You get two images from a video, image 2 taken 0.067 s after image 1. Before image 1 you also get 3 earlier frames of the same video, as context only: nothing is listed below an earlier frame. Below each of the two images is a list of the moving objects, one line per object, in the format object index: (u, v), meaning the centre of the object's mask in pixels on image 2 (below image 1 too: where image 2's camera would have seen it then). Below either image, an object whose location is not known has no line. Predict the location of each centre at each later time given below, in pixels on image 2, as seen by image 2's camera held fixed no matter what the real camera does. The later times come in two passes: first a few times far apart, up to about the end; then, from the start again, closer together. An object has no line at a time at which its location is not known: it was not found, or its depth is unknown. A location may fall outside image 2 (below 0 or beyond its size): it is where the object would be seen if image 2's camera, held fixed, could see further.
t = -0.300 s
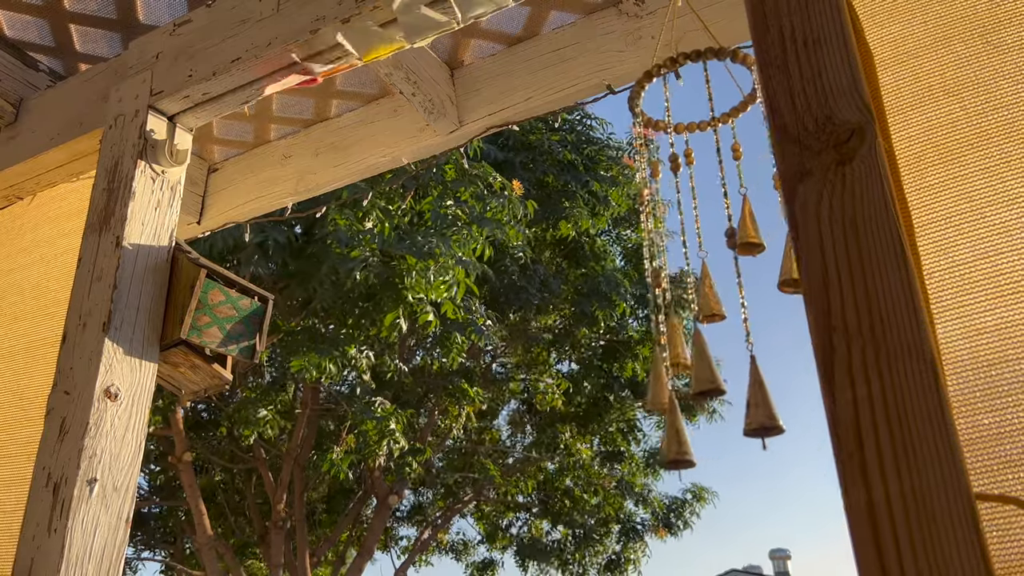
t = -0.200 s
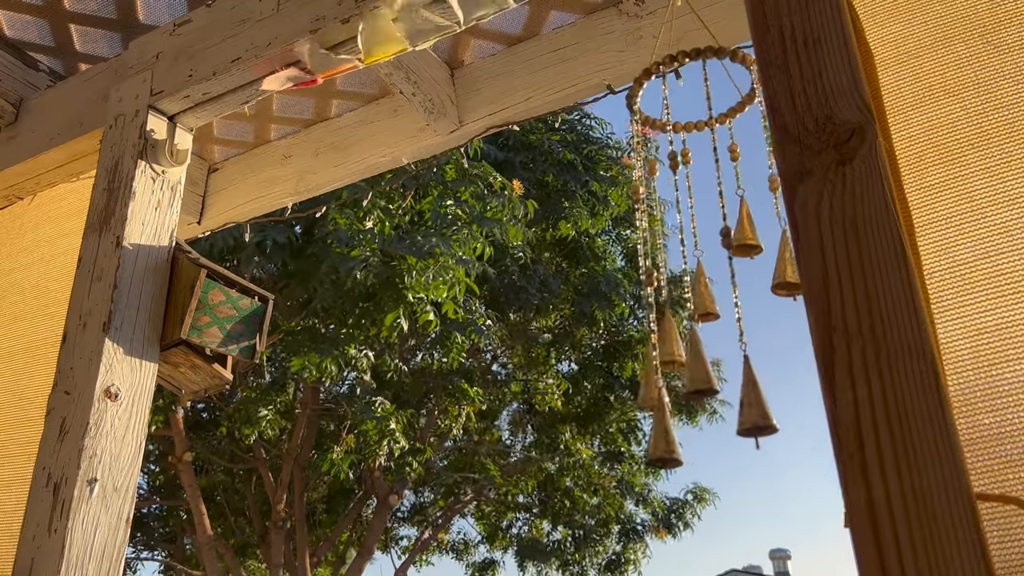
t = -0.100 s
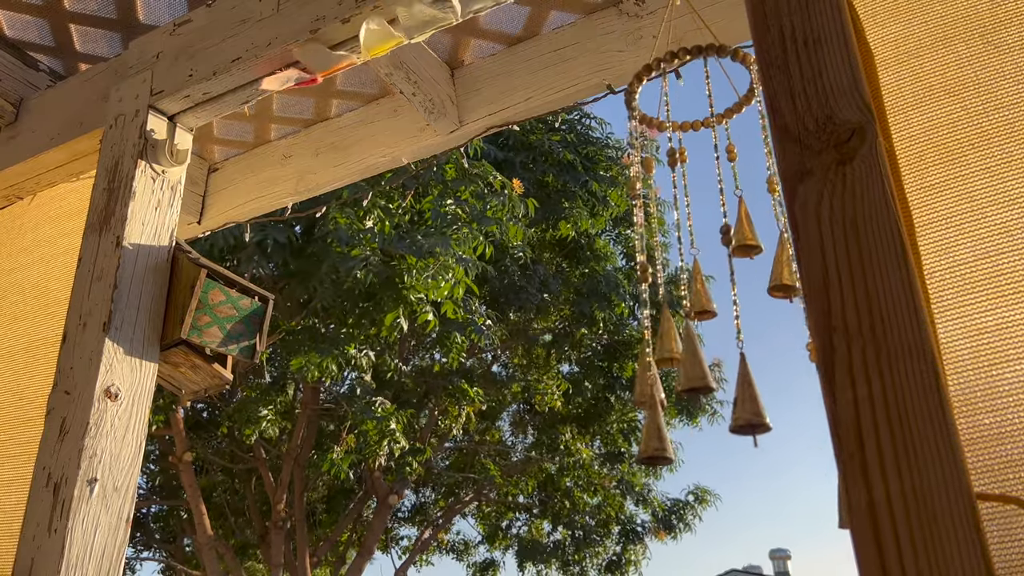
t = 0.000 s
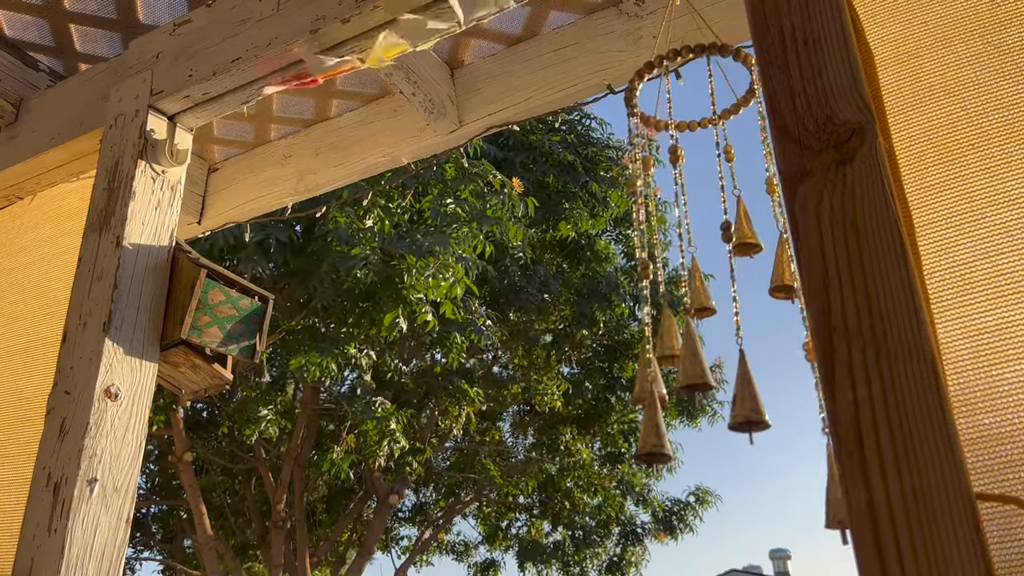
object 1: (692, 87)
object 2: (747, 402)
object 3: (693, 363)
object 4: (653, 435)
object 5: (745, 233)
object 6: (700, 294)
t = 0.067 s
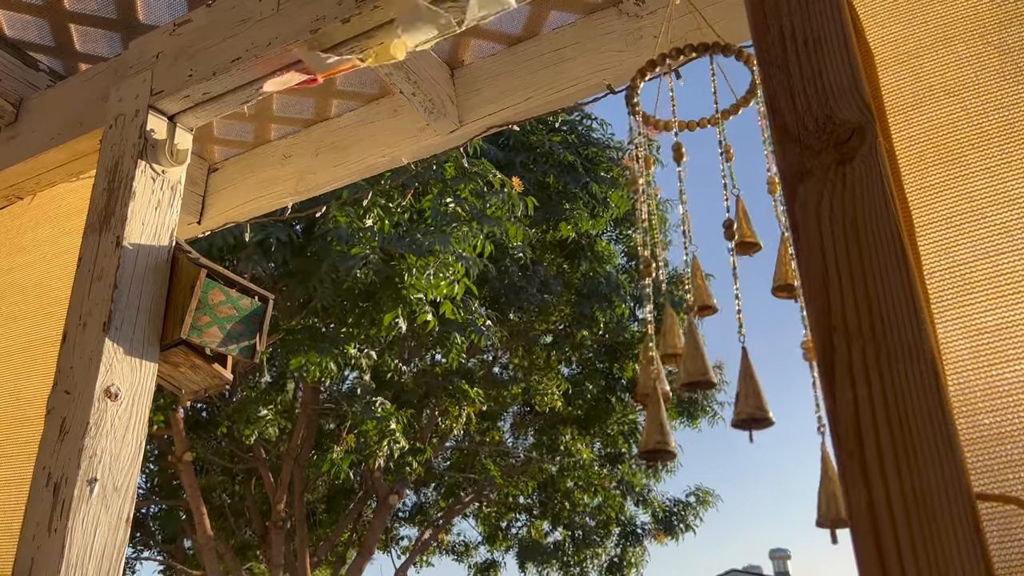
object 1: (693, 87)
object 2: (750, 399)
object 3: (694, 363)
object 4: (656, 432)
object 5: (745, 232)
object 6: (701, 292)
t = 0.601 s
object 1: (686, 65)
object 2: (797, 394)
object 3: (752, 355)
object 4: (727, 425)
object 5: (745, 234)
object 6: (703, 300)
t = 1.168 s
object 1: (680, 70)
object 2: (793, 406)
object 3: (721, 368)
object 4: (683, 436)
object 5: (735, 238)
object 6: (700, 296)
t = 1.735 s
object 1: (694, 84)
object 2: (776, 386)
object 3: (733, 349)
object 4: (700, 420)
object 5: (733, 236)
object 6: (695, 292)
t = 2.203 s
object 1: (678, 70)
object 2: (781, 402)
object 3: (713, 365)
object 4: (684, 436)
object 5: (745, 238)
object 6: (700, 300)
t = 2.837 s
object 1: (678, 70)
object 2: (769, 398)
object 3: (726, 362)
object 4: (699, 432)
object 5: (740, 240)
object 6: (704, 296)
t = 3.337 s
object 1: (685, 62)
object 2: (772, 393)
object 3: (711, 358)
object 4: (677, 427)
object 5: (749, 234)
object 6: (711, 297)
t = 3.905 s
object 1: (681, 75)
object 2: (790, 403)
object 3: (740, 366)
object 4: (715, 435)
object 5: (746, 234)
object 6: (704, 299)
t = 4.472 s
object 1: (683, 66)
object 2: (786, 394)
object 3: (714, 357)
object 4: (681, 427)
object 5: (733, 236)
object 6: (695, 288)
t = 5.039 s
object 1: (696, 85)
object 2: (788, 389)
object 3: (739, 352)
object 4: (705, 421)
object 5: (737, 236)
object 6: (694, 295)
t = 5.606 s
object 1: (680, 71)
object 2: (807, 403)
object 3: (739, 364)
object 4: (710, 436)
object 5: (743, 236)
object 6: (701, 295)
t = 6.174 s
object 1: (695, 86)
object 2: (780, 394)
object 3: (734, 355)
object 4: (692, 419)
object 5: (726, 236)
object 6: (688, 289)
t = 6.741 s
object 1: (691, 63)
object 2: (802, 397)
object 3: (745, 357)
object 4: (719, 431)
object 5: (748, 237)
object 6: (710, 296)
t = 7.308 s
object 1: (689, 90)
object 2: (754, 407)
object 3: (706, 367)
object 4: (656, 429)
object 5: (720, 238)
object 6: (669, 298)
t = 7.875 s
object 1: (699, 89)
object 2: (782, 400)
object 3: (719, 361)
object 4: (694, 435)
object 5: (739, 236)
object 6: (706, 299)
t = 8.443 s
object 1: (678, 69)
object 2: (764, 403)
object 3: (721, 368)
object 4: (690, 436)
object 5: (751, 235)
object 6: (712, 301)
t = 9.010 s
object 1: (687, 89)
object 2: (730, 406)
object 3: (672, 363)
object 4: (640, 434)
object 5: (732, 233)
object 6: (684, 296)
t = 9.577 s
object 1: (678, 71)
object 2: (756, 401)
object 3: (706, 368)
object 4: (694, 442)
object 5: (775, 220)
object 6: (741, 294)
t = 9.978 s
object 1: (696, 91)
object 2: (739, 410)
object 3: (679, 378)
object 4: (667, 447)
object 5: (757, 227)
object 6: (724, 298)
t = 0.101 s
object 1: (693, 87)
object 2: (753, 398)
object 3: (696, 361)
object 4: (660, 430)
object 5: (745, 231)
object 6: (702, 291)
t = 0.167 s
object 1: (695, 86)
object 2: (760, 395)
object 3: (704, 358)
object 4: (669, 429)
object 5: (743, 236)
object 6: (706, 292)
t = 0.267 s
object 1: (682, 65)
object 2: (776, 391)
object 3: (718, 357)
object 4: (687, 426)
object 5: (738, 234)
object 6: (702, 294)
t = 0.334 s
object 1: (684, 64)
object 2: (787, 389)
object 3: (727, 353)
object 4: (699, 423)
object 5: (739, 234)
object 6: (701, 294)
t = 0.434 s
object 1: (687, 63)
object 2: (797, 388)
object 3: (741, 351)
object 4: (715, 422)
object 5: (743, 234)
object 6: (703, 294)
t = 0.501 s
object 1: (690, 63)
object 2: (798, 390)
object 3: (747, 352)
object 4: (722, 422)
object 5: (745, 234)
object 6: (705, 293)
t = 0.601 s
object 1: (686, 65)
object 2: (797, 394)
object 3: (752, 355)
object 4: (727, 425)
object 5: (745, 234)
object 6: (703, 300)
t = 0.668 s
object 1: (684, 66)
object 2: (794, 398)
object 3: (753, 357)
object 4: (727, 427)
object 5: (745, 235)
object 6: (702, 300)
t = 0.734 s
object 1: (679, 70)
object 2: (790, 400)
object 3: (750, 360)
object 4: (722, 430)
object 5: (745, 236)
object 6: (704, 295)
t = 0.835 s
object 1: (678, 70)
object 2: (787, 403)
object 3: (743, 365)
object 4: (712, 435)
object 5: (742, 236)
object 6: (703, 295)
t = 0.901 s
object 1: (679, 70)
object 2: (787, 406)
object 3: (737, 367)
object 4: (705, 436)
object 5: (739, 236)
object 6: (703, 295)
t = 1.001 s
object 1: (683, 70)
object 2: (786, 407)
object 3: (730, 369)
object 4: (695, 438)
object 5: (738, 236)
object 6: (703, 293)
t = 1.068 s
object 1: (681, 71)
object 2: (789, 407)
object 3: (725, 369)
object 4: (689, 437)
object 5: (736, 237)
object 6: (701, 292)
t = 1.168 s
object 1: (680, 70)
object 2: (793, 406)
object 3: (721, 368)
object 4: (683, 436)
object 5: (735, 238)
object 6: (700, 296)
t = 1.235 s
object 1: (697, 88)
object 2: (795, 404)
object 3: (720, 366)
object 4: (682, 434)
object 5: (737, 239)
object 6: (697, 297)
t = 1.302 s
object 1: (697, 88)
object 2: (797, 402)
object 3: (722, 364)
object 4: (684, 433)
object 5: (738, 238)
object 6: (695, 298)
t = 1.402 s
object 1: (697, 88)
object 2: (798, 399)
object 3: (724, 360)
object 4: (686, 429)
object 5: (739, 237)
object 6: (690, 299)
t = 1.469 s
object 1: (697, 88)
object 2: (795, 397)
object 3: (727, 357)
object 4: (689, 426)
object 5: (739, 236)
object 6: (690, 297)
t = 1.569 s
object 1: (696, 86)
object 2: (788, 391)
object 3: (731, 352)
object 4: (695, 423)
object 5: (738, 236)
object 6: (691, 296)
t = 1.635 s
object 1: (695, 84)
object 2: (784, 388)
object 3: (732, 350)
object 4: (699, 421)
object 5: (736, 236)
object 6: (693, 294)
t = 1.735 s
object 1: (694, 84)
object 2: (776, 386)
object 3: (733, 349)
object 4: (700, 420)
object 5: (733, 236)
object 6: (695, 292)
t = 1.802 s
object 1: (694, 85)
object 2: (771, 388)
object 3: (732, 351)
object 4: (701, 422)
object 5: (731, 235)
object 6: (695, 291)
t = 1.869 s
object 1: (694, 86)
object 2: (769, 390)
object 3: (728, 354)
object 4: (699, 424)
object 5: (729, 236)
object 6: (694, 292)
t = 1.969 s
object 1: (695, 86)
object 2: (768, 393)
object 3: (721, 358)
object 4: (692, 428)
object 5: (729, 237)
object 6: (693, 293)
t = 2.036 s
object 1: (696, 86)
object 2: (768, 396)
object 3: (716, 359)
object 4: (688, 430)
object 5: (733, 238)
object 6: (692, 295)
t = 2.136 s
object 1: (696, 86)
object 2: (774, 399)
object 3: (713, 363)
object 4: (684, 433)
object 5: (739, 236)
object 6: (694, 296)
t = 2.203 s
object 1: (678, 70)
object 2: (781, 402)
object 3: (713, 365)
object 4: (684, 436)
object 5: (745, 238)
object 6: (700, 300)
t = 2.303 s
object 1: (681, 70)
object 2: (790, 404)
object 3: (718, 368)
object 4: (687, 437)
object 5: (750, 235)
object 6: (707, 300)
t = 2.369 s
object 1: (688, 66)
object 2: (796, 404)
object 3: (722, 369)
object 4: (692, 437)
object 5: (753, 237)
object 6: (709, 303)
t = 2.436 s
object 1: (684, 66)
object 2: (800, 404)
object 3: (727, 368)
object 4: (696, 438)
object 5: (753, 237)
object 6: (714, 303)
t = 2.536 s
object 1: (680, 70)
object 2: (802, 403)
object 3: (732, 367)
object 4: (701, 437)
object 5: (749, 236)
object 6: (721, 302)
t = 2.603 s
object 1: (679, 70)
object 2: (798, 402)
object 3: (733, 366)
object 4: (704, 437)
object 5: (748, 233)
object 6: (718, 301)
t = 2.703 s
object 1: (681, 70)
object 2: (787, 402)
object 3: (731, 365)
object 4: (703, 435)
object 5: (742, 234)
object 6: (714, 297)
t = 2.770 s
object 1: (680, 70)
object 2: (778, 400)
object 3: (729, 364)
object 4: (702, 434)
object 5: (738, 236)
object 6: (709, 296)
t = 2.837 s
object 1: (678, 70)
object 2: (769, 398)
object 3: (726, 362)
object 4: (699, 432)
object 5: (740, 240)
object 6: (704, 296)
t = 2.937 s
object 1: (694, 87)
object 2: (759, 394)
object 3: (721, 359)
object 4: (696, 430)
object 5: (742, 240)
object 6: (695, 297)
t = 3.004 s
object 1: (693, 86)
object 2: (755, 393)
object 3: (718, 358)
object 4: (692, 429)
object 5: (745, 235)
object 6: (692, 297)
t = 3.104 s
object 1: (694, 87)
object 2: (753, 392)
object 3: (714, 358)
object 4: (685, 429)
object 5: (746, 232)
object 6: (690, 297)
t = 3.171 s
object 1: (695, 87)
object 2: (754, 392)
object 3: (711, 359)
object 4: (681, 429)
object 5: (747, 229)
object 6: (692, 296)
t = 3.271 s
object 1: (684, 64)
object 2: (763, 393)
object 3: (710, 358)
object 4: (677, 427)
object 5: (748, 231)
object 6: (700, 298)
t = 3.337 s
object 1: (685, 62)
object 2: (772, 393)
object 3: (711, 358)
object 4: (677, 427)
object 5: (749, 234)
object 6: (711, 297)
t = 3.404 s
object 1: (685, 62)
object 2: (781, 394)
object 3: (712, 359)
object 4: (678, 428)
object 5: (747, 236)
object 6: (712, 295)
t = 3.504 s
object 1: (678, 70)
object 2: (795, 396)
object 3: (717, 360)
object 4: (682, 429)
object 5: (744, 234)
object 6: (717, 290)
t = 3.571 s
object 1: (681, 68)
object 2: (801, 397)
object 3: (720, 363)
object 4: (687, 430)
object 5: (746, 232)
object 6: (719, 290)
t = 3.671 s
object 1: (677, 73)
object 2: (801, 398)
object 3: (726, 364)
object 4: (696, 433)
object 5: (748, 234)
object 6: (715, 300)
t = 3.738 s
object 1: (679, 69)
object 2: (800, 398)
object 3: (731, 363)
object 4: (703, 436)
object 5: (748, 235)
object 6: (711, 297)
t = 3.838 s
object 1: (680, 71)
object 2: (795, 401)
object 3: (737, 365)
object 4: (711, 435)
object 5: (748, 235)
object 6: (706, 299)
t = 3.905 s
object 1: (681, 75)
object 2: (790, 403)
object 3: (740, 366)
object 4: (715, 435)
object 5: (746, 234)
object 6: (704, 299)
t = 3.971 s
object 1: (681, 77)
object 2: (786, 404)
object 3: (743, 367)
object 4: (718, 437)
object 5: (745, 234)
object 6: (702, 298)
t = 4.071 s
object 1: (681, 75)
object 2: (781, 405)
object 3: (742, 367)
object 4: (719, 436)
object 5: (743, 234)
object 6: (704, 297)
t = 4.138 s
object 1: (681, 73)
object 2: (781, 404)
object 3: (740, 367)
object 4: (718, 435)
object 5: (744, 233)
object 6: (705, 298)
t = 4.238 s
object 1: (680, 70)
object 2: (782, 402)
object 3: (735, 365)
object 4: (712, 434)
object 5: (742, 234)
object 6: (706, 297)
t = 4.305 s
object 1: (681, 68)
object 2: (784, 401)
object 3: (729, 363)
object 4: (705, 431)
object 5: (740, 234)
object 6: (705, 293)
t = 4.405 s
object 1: (683, 66)
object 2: (786, 398)
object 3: (720, 360)
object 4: (691, 431)
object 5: (737, 235)
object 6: (699, 290)
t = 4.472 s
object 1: (683, 66)
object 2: (786, 394)
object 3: (714, 357)
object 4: (681, 427)
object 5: (733, 236)
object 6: (695, 288)
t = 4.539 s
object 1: (684, 65)
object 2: (785, 391)
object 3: (708, 353)
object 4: (674, 423)
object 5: (732, 237)
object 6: (691, 287)
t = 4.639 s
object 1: (692, 82)
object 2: (782, 385)
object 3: (707, 348)
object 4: (667, 419)
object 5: (732, 237)
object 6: (686, 291)
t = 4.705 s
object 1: (691, 82)
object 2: (781, 383)
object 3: (708, 344)
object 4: (668, 418)
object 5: (731, 236)
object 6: (683, 293)
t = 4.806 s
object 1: (694, 85)
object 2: (781, 382)
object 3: (714, 343)
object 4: (674, 414)
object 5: (730, 235)
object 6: (679, 296)
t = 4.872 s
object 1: (695, 85)
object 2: (782, 383)
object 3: (720, 345)
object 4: (680, 416)
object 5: (730, 234)
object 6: (682, 295)
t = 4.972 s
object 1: (682, 65)
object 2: (784, 386)
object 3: (732, 349)
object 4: (694, 419)
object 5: (734, 235)
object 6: (689, 295)
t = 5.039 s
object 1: (696, 85)
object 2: (788, 389)
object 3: (739, 352)
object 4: (705, 421)
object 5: (737, 236)
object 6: (694, 295)
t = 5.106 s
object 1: (697, 86)
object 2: (792, 393)
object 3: (745, 355)
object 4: (714, 424)
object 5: (740, 237)
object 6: (701, 294)
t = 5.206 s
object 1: (677, 70)
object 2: (798, 399)
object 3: (752, 360)
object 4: (724, 429)
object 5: (741, 237)
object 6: (708, 292)
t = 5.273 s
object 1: (687, 67)
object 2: (801, 401)
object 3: (754, 364)
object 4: (727, 431)
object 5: (741, 237)
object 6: (710, 291)
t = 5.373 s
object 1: (688, 67)
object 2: (804, 403)
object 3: (752, 366)
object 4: (727, 435)
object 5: (743, 238)
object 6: (711, 291)
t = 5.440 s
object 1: (680, 71)
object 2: (806, 404)
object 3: (750, 366)
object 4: (724, 435)
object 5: (744, 238)
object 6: (710, 292)
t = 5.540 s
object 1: (678, 71)
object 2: (808, 403)
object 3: (743, 365)
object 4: (717, 437)
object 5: (745, 237)
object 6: (705, 294)
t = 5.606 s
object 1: (680, 71)
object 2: (807, 403)
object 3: (739, 364)
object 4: (710, 436)
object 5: (743, 236)
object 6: (701, 295)
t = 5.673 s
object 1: (680, 71)
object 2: (806, 403)
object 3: (735, 363)
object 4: (704, 435)
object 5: (739, 236)
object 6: (698, 297)
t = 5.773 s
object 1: (679, 71)
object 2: (803, 402)
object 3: (729, 360)
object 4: (697, 431)
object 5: (734, 237)
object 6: (691, 296)
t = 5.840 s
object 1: (696, 89)
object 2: (798, 400)
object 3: (726, 358)
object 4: (693, 428)
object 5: (731, 239)
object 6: (688, 297)
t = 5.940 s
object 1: (694, 87)
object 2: (791, 398)
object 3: (726, 355)
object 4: (689, 424)
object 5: (727, 241)
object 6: (686, 295)
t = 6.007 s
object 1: (694, 87)
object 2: (786, 397)
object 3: (726, 354)
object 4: (687, 422)
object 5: (725, 240)
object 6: (685, 294)
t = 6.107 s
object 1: (695, 87)
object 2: (780, 395)
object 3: (730, 354)
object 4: (689, 420)
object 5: (724, 237)
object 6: (685, 291)
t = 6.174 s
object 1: (695, 86)
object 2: (780, 394)
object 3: (734, 355)
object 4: (692, 419)
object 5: (726, 236)
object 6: (688, 289)
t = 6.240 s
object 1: (695, 85)
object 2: (782, 393)
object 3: (738, 354)
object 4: (697, 417)
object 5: (730, 235)
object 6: (691, 289)
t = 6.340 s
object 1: (695, 83)
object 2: (789, 392)
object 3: (744, 353)
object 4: (707, 418)
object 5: (735, 236)
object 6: (695, 289)
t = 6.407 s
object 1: (687, 63)
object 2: (794, 392)
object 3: (747, 354)
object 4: (712, 420)
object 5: (740, 233)
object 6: (699, 290)
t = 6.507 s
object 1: (689, 63)
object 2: (800, 394)
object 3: (748, 356)
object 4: (717, 424)
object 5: (745, 231)
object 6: (704, 291)
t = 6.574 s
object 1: (685, 65)
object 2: (801, 395)
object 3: (748, 357)
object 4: (720, 427)
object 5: (748, 231)
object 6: (706, 292)
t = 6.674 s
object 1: (684, 66)
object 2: (802, 396)
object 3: (747, 357)
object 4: (721, 430)
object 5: (750, 234)
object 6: (709, 295)
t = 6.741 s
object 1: (691, 63)
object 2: (802, 397)
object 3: (745, 357)
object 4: (719, 431)
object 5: (748, 237)
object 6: (710, 296)
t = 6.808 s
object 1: (687, 64)
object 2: (801, 398)
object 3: (742, 358)
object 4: (716, 434)
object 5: (743, 239)
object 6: (707, 297)
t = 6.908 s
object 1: (683, 71)
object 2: (797, 400)
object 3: (736, 361)
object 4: (707, 435)
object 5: (735, 240)
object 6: (701, 297)
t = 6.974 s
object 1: (686, 71)
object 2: (793, 401)
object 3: (731, 362)
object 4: (699, 438)
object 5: (731, 240)
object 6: (697, 296)
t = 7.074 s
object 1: (696, 91)
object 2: (784, 403)
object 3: (724, 364)
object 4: (685, 435)
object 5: (727, 241)
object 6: (687, 297)
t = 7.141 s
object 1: (692, 90)
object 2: (777, 403)
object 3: (718, 365)
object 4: (677, 432)
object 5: (726, 241)
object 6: (680, 298)
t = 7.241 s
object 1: (689, 89)
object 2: (763, 405)
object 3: (711, 366)
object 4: (663, 429)
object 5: (723, 240)
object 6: (673, 298)
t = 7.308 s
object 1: (689, 90)
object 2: (754, 407)
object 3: (706, 367)
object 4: (656, 429)
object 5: (720, 238)
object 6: (669, 298)
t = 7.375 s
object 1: (689, 90)
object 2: (746, 408)
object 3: (703, 367)
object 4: (651, 428)
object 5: (718, 236)
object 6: (668, 298)
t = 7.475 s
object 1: (688, 90)
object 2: (740, 408)
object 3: (698, 366)
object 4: (650, 426)
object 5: (717, 244)
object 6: (670, 298)
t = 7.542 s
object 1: (687, 88)
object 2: (739, 407)
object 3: (698, 366)
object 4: (651, 426)
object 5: (729, 247)
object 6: (680, 298)
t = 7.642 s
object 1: (689, 88)
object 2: (746, 405)
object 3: (698, 364)
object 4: (661, 428)
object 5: (734, 246)
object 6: (689, 298)
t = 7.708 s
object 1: (692, 88)
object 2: (754, 405)
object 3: (702, 364)
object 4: (670, 430)
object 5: (730, 246)
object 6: (694, 299)
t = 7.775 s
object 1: (695, 89)
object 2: (765, 403)
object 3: (708, 363)
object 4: (679, 432)
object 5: (730, 240)
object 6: (699, 299)
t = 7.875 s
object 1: (699, 89)
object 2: (782, 400)
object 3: (719, 361)
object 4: (694, 435)
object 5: (739, 236)
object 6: (706, 299)
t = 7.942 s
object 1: (678, 70)
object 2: (793, 397)
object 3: (726, 360)
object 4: (704, 437)
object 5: (746, 235)
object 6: (710, 297)
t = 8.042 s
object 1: (684, 65)
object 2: (801, 394)
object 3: (736, 359)
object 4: (713, 435)
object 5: (755, 233)
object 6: (711, 295)
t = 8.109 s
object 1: (679, 70)
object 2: (800, 395)
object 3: (739, 361)
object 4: (715, 437)
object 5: (760, 232)
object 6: (714, 295)
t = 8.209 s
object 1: (681, 75)
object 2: (795, 397)
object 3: (740, 364)
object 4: (714, 439)
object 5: (762, 228)
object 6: (713, 294)
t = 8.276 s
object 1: (680, 73)
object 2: (787, 399)
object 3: (738, 365)
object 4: (709, 439)
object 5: (761, 231)
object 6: (712, 296)
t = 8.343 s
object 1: (678, 71)
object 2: (776, 400)
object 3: (733, 366)
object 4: (702, 437)
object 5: (756, 231)
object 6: (711, 300)
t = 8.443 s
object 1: (678, 69)
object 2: (764, 403)
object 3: (721, 368)
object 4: (690, 436)
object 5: (751, 235)
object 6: (712, 301)
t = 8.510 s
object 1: (695, 89)
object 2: (754, 405)
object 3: (711, 369)
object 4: (679, 435)
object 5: (746, 236)
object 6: (711, 299)
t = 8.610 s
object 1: (694, 91)
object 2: (742, 408)
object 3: (696, 371)
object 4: (662, 436)
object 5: (742, 233)
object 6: (703, 299)
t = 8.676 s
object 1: (692, 91)
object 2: (738, 409)
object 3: (687, 371)
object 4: (653, 435)
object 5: (738, 233)
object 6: (698, 299)
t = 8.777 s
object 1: (689, 90)
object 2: (734, 408)
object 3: (678, 368)
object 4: (644, 434)
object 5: (735, 236)
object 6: (691, 300)
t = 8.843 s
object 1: (686, 89)
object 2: (731, 408)
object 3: (675, 367)
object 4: (640, 433)
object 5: (733, 234)
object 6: (686, 300)
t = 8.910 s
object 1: (685, 89)
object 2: (730, 408)
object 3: (673, 364)
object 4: (639, 433)
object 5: (735, 237)
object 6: (684, 299)
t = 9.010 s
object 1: (687, 89)
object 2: (730, 406)
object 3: (672, 363)
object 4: (640, 434)
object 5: (732, 233)
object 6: (684, 296)
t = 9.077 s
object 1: (689, 90)
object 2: (729, 404)
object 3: (674, 362)
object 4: (643, 435)
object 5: (735, 233)
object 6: (686, 296)
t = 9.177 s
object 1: (690, 88)
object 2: (732, 402)
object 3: (682, 361)
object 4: (655, 437)
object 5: (741, 233)
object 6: (696, 296)
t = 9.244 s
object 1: (691, 87)
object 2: (736, 400)
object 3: (688, 361)
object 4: (664, 437)
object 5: (746, 233)
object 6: (704, 297)
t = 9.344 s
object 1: (694, 86)
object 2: (744, 398)
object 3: (700, 364)
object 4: (679, 440)
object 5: (755, 230)
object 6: (715, 295)
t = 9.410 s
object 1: (679, 69)
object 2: (748, 398)
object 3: (705, 366)
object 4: (685, 442)
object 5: (761, 226)
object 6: (722, 295)
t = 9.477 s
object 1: (680, 68)
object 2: (752, 399)
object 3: (708, 368)
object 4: (691, 440)
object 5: (767, 223)
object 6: (731, 297)
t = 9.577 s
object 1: (678, 71)
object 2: (756, 401)
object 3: (706, 368)
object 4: (694, 442)
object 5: (775, 220)
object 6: (741, 294)
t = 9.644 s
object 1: (678, 71)
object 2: (756, 402)
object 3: (705, 374)
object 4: (694, 444)
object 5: (777, 219)
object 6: (746, 292)
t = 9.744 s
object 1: (678, 70)
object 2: (753, 404)
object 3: (697, 377)
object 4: (689, 445)
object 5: (777, 221)
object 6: (745, 293)
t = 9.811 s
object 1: (678, 71)
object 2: (750, 406)
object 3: (691, 378)
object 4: (683, 446)
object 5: (771, 223)
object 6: (741, 293)
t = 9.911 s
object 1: (681, 72)
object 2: (744, 409)
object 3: (682, 377)
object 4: (672, 447)
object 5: (763, 226)
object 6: (730, 296)
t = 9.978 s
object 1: (696, 91)
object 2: (739, 410)
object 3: (679, 378)
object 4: (667, 447)
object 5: (757, 227)
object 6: (724, 298)
